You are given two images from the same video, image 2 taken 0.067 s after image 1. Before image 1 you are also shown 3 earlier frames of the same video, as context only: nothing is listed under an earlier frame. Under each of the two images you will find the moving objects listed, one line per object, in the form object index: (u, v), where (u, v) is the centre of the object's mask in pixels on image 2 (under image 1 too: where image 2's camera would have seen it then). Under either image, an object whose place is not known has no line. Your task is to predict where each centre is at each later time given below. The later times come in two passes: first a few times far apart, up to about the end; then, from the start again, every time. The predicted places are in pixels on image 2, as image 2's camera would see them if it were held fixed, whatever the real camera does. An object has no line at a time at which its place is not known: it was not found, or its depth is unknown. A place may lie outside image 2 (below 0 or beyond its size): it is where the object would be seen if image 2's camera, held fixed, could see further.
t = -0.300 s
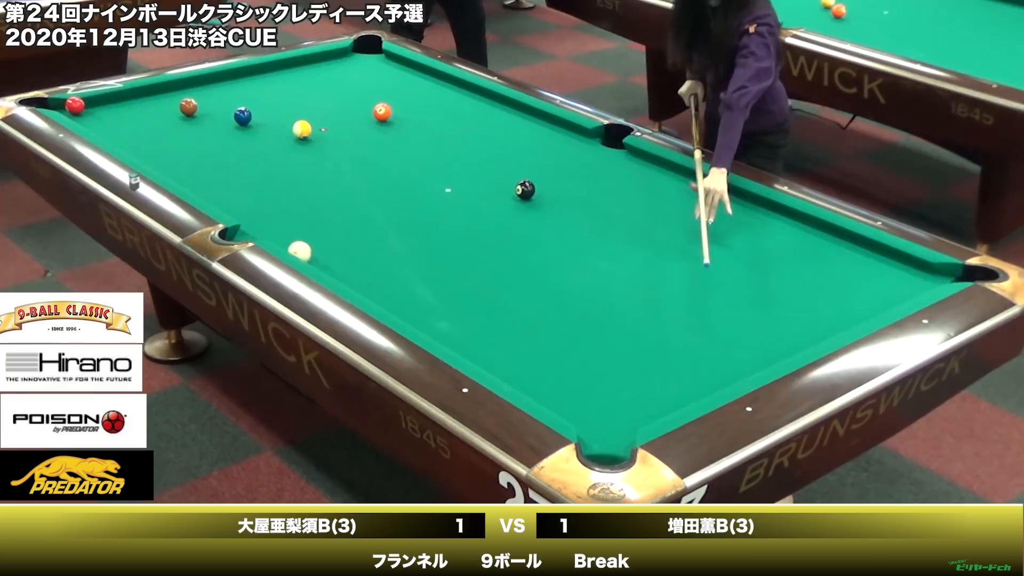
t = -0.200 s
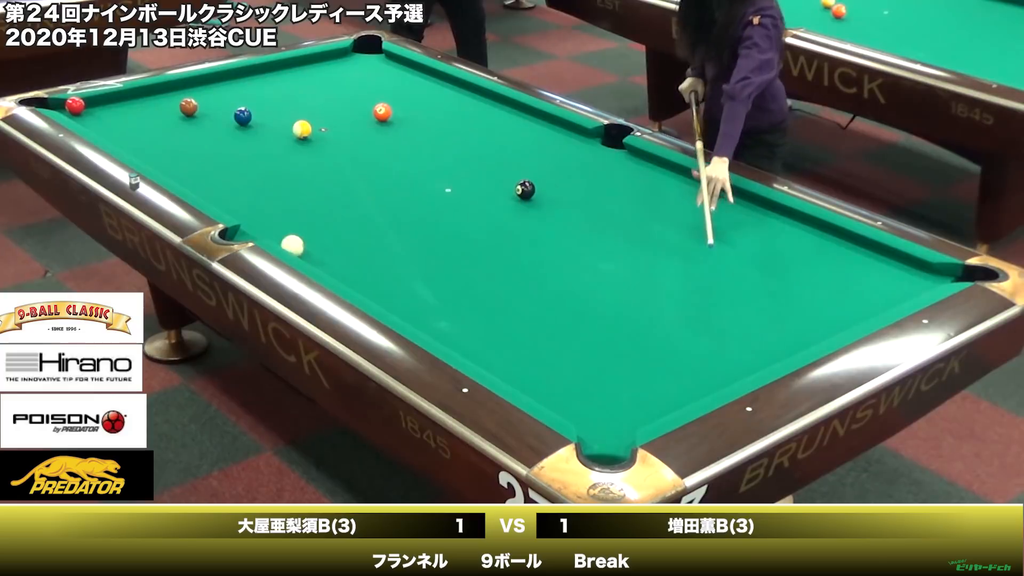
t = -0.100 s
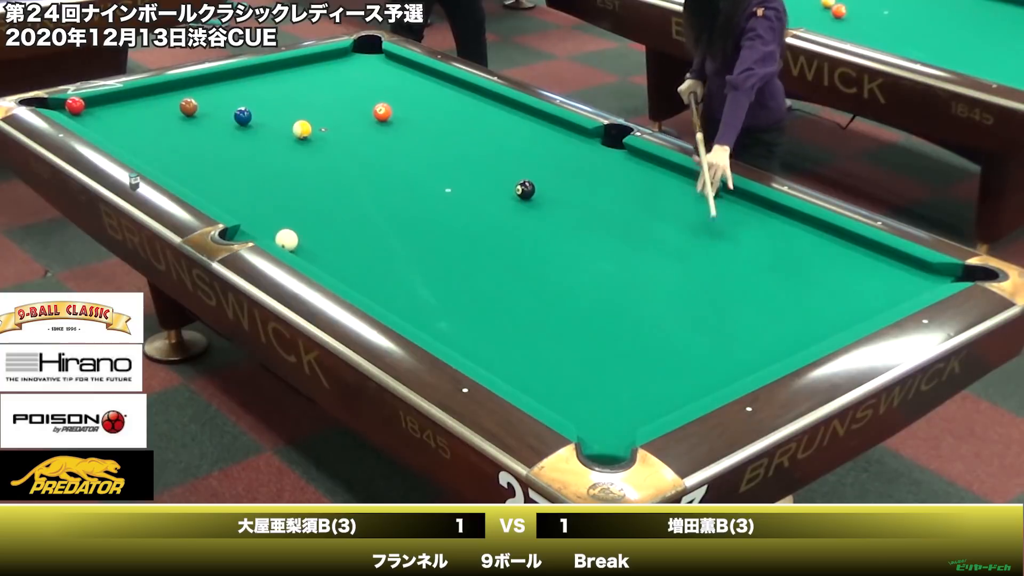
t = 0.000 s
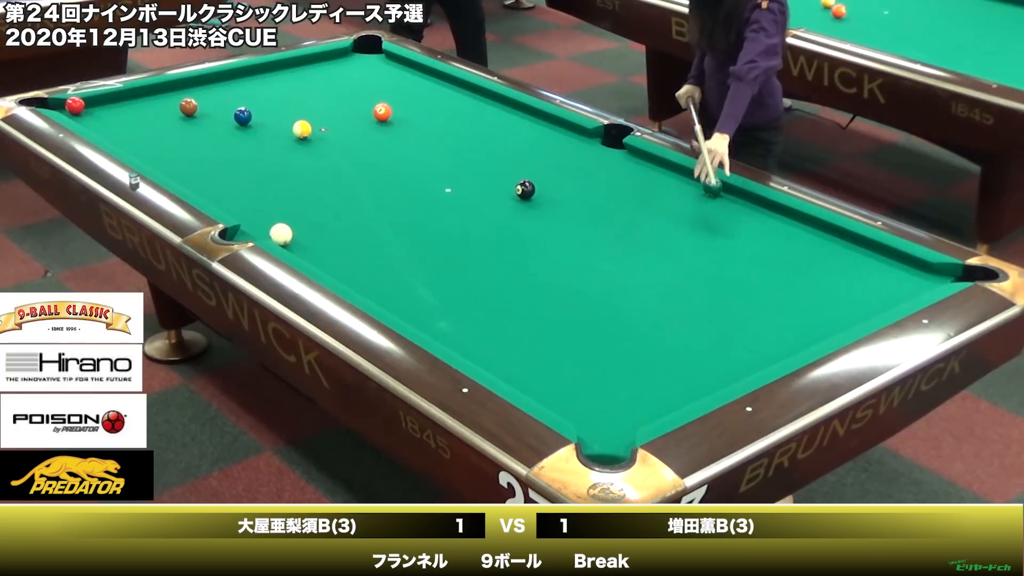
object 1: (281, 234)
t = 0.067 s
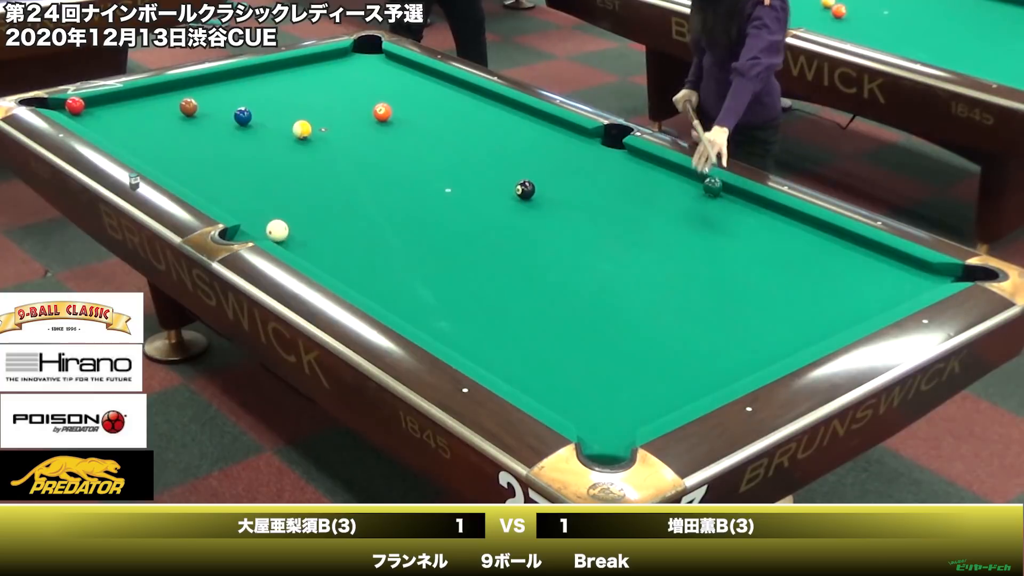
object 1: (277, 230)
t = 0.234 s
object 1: (268, 222)
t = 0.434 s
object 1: (259, 211)
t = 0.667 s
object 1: (248, 201)
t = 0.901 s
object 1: (238, 191)
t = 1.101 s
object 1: (231, 183)
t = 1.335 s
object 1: (222, 175)
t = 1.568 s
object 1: (214, 167)
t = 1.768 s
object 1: (208, 161)
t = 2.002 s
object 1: (201, 155)
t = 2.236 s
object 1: (196, 149)
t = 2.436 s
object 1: (191, 145)
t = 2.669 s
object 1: (186, 140)
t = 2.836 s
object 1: (183, 137)
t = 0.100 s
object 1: (275, 229)
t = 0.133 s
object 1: (274, 227)
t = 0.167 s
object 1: (272, 225)
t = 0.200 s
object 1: (270, 223)
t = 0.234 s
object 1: (268, 222)
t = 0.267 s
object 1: (267, 220)
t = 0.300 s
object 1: (265, 218)
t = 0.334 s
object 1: (263, 216)
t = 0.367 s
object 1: (262, 215)
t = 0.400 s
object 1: (260, 213)
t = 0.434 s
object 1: (259, 211)
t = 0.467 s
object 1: (257, 210)
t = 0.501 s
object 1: (255, 208)
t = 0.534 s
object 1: (254, 207)
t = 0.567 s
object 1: (253, 205)
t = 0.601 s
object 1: (251, 204)
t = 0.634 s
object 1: (249, 202)
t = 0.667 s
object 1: (248, 201)
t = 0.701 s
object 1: (247, 199)
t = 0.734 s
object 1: (245, 198)
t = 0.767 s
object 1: (244, 196)
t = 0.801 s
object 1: (242, 195)
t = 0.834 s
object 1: (241, 193)
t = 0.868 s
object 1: (240, 192)
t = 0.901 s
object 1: (238, 191)
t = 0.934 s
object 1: (237, 189)
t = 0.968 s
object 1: (236, 188)
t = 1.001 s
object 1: (234, 187)
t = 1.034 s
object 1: (233, 185)
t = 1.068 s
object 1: (232, 184)
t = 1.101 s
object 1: (231, 183)
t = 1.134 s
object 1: (229, 182)
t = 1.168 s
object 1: (228, 181)
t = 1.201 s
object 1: (227, 179)
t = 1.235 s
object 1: (226, 178)
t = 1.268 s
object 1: (224, 177)
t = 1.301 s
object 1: (223, 176)
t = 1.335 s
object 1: (222, 175)
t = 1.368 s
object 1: (221, 174)
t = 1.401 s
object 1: (220, 173)
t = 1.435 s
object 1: (218, 172)
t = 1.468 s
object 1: (217, 171)
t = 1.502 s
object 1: (216, 169)
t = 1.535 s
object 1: (215, 168)
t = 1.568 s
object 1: (214, 167)
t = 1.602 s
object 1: (213, 166)
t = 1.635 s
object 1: (212, 165)
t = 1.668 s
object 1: (211, 164)
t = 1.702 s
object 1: (210, 163)
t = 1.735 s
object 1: (209, 162)
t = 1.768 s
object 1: (208, 161)
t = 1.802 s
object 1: (207, 160)
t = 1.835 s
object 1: (206, 159)
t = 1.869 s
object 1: (205, 158)
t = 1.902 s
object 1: (204, 157)
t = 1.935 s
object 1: (203, 157)
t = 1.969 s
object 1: (202, 156)
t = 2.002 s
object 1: (201, 155)
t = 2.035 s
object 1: (201, 154)
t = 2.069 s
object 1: (200, 153)
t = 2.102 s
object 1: (199, 153)
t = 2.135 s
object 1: (198, 152)
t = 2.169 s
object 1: (197, 151)
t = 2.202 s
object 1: (196, 150)
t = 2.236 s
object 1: (196, 149)
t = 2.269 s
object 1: (195, 149)
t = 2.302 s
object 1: (194, 148)
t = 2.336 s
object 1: (193, 147)
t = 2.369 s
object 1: (192, 146)
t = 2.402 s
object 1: (192, 145)
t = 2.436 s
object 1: (191, 145)
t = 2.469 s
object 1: (190, 144)
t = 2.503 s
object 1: (189, 143)
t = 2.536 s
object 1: (189, 143)
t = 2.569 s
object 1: (188, 142)
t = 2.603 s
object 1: (187, 142)
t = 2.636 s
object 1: (186, 141)
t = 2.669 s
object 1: (186, 140)
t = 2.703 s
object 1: (185, 140)
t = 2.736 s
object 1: (184, 139)
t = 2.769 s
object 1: (184, 139)
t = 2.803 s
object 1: (183, 138)
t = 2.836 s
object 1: (183, 137)
